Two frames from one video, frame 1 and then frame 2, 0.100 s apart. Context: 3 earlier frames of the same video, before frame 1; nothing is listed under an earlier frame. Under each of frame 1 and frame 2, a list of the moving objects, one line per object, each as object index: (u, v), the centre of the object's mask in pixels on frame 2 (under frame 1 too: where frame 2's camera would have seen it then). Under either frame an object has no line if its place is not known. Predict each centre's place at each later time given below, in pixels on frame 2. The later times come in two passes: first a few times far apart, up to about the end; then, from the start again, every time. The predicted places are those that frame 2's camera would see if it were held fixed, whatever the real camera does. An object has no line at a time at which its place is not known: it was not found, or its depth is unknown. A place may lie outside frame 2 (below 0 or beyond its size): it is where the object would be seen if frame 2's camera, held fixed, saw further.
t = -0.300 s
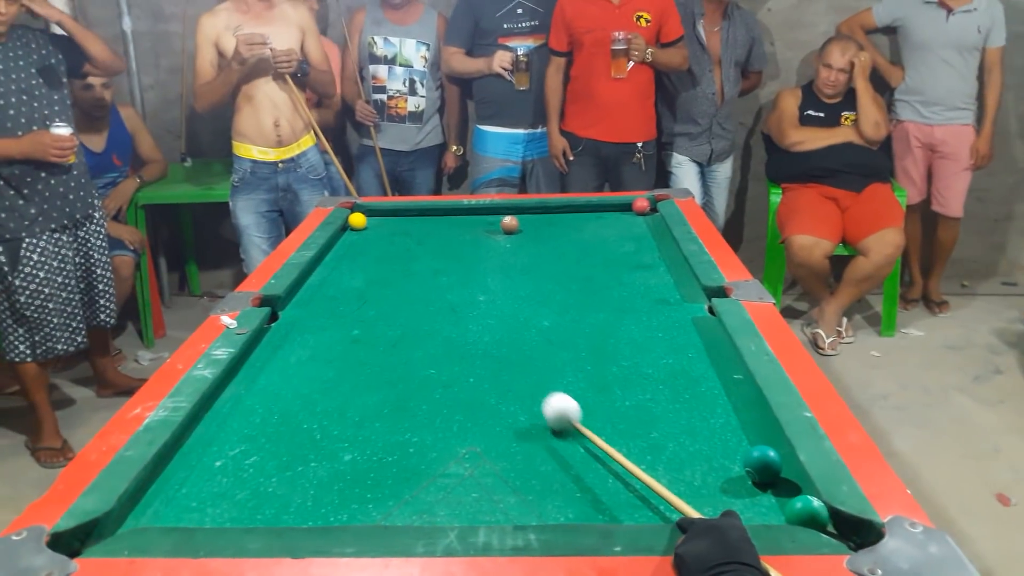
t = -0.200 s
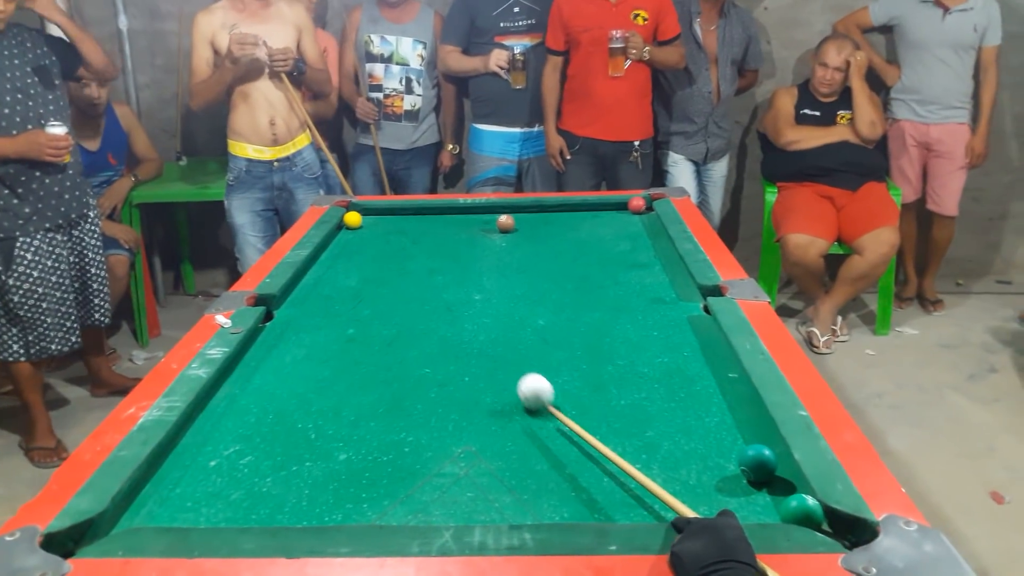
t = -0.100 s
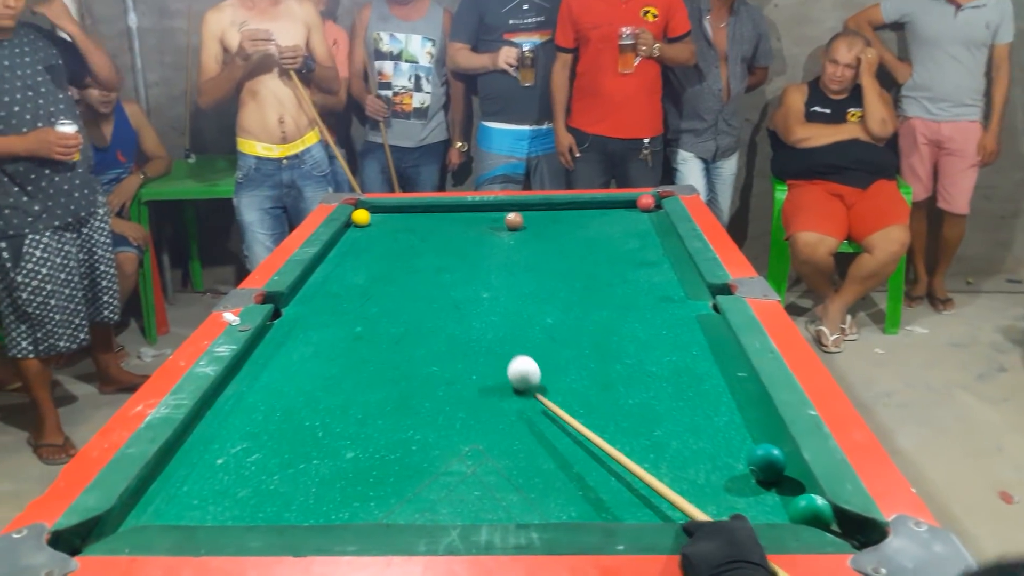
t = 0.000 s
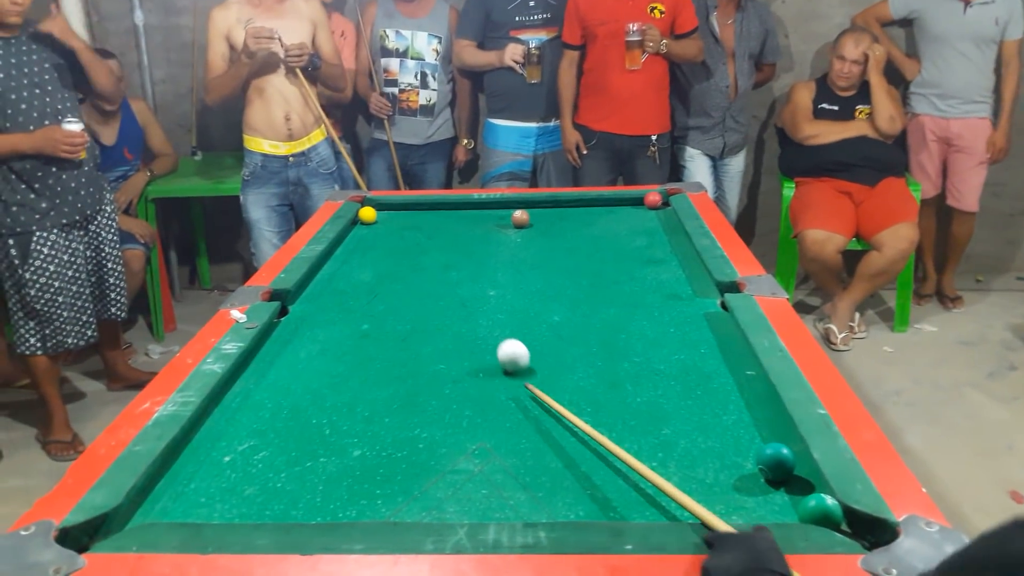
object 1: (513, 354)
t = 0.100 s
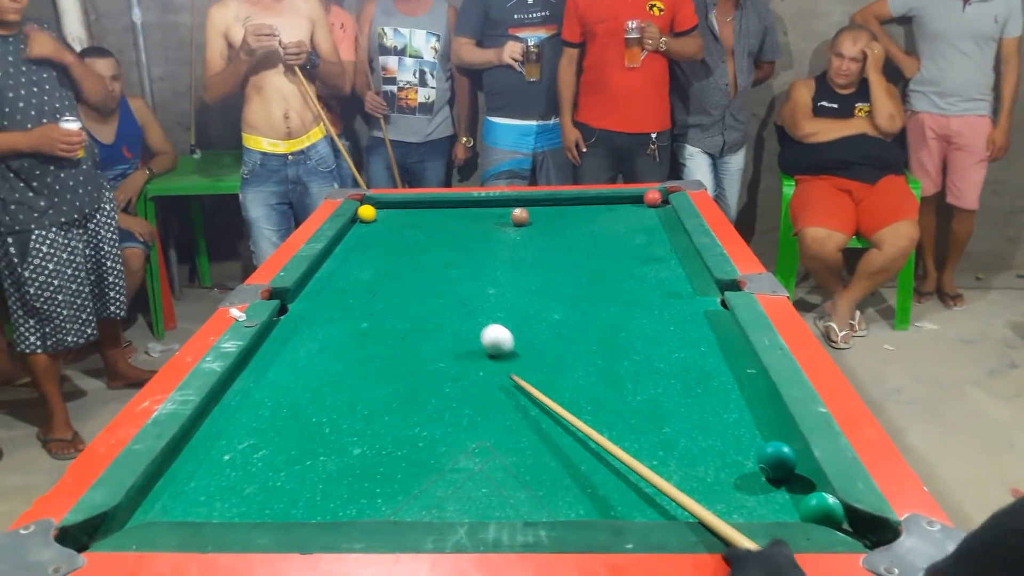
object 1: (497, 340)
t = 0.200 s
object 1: (482, 327)
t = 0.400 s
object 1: (457, 305)
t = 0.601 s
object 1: (435, 287)
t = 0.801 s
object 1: (417, 271)
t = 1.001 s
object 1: (401, 257)
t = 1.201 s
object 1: (387, 245)
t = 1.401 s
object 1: (376, 234)
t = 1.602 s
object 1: (365, 225)
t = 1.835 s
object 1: (367, 217)
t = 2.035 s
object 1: (380, 215)
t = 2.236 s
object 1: (391, 214)
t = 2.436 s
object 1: (402, 213)
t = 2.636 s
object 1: (410, 211)
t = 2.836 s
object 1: (417, 210)
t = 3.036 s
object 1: (423, 210)
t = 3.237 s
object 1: (427, 210)
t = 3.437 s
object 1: (430, 209)
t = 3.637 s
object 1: (432, 209)
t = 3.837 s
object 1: (432, 209)
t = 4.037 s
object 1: (432, 209)
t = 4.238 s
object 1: (432, 209)
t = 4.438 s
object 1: (432, 209)
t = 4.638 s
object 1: (432, 209)
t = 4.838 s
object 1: (431, 209)
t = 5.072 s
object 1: (432, 209)
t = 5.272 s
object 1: (432, 209)
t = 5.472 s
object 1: (432, 209)
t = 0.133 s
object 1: (492, 336)
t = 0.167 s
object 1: (487, 332)
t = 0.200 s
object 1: (482, 327)
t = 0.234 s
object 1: (478, 323)
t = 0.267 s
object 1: (474, 320)
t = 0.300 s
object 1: (470, 316)
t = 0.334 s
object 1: (465, 312)
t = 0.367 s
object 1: (461, 309)
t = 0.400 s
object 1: (457, 305)
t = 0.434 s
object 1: (453, 302)
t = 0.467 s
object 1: (450, 299)
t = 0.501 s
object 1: (446, 296)
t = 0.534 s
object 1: (442, 293)
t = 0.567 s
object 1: (439, 290)
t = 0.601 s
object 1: (435, 287)
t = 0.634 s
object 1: (432, 284)
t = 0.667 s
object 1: (429, 281)
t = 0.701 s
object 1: (426, 278)
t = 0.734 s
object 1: (423, 276)
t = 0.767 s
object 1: (420, 273)
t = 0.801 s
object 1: (417, 271)
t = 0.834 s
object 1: (414, 268)
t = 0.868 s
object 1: (411, 266)
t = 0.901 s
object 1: (409, 264)
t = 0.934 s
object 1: (406, 261)
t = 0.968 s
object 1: (404, 259)
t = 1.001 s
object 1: (401, 257)
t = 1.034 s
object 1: (399, 255)
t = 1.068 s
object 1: (396, 253)
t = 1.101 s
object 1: (394, 251)
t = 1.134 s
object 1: (392, 249)
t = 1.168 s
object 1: (390, 247)
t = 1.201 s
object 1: (387, 245)
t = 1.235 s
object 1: (385, 243)
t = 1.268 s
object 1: (383, 241)
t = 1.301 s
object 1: (381, 240)
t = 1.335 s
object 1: (379, 238)
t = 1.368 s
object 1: (377, 236)
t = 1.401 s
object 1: (376, 234)
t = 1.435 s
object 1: (374, 233)
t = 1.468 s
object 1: (372, 231)
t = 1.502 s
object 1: (370, 229)
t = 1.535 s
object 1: (368, 228)
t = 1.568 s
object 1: (367, 226)
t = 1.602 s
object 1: (365, 225)
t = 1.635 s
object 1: (364, 224)
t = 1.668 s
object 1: (362, 222)
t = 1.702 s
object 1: (361, 221)
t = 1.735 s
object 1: (361, 220)
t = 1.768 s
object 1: (363, 219)
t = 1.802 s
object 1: (365, 218)
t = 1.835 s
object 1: (367, 217)
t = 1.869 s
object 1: (369, 217)
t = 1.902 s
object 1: (372, 217)
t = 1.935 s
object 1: (374, 216)
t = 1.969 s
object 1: (376, 216)
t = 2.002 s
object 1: (378, 216)
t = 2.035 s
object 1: (380, 215)
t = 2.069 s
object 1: (382, 215)
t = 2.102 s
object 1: (384, 215)
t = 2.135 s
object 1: (386, 215)
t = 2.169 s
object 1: (388, 214)
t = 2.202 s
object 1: (390, 214)
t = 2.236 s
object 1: (391, 214)
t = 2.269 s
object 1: (393, 214)
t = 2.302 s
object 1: (395, 213)
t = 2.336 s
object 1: (397, 213)
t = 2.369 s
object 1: (398, 213)
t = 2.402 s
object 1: (400, 213)
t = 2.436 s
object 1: (402, 213)
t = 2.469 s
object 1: (403, 212)
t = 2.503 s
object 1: (405, 212)
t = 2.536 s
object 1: (406, 212)
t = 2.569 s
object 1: (407, 212)
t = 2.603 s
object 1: (409, 211)
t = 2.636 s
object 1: (410, 211)
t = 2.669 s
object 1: (411, 211)
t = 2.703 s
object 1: (413, 211)
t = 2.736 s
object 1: (414, 211)
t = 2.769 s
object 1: (415, 211)
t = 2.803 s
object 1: (416, 210)
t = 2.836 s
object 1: (417, 210)
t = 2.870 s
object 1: (418, 210)
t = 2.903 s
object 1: (419, 210)
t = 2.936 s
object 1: (420, 210)
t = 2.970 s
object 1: (421, 210)
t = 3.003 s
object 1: (422, 210)
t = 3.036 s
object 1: (423, 210)
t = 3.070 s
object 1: (424, 210)
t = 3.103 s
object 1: (425, 210)
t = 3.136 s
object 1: (425, 210)
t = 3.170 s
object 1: (426, 210)
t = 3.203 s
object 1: (427, 210)
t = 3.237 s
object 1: (427, 210)
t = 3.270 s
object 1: (428, 210)
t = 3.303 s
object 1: (428, 209)
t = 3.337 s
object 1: (429, 209)
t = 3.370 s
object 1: (429, 210)
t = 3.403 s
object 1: (430, 209)
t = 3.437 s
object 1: (430, 209)
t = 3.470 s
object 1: (431, 209)
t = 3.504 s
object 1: (431, 209)
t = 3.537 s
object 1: (431, 209)
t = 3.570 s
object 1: (431, 209)
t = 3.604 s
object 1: (432, 209)
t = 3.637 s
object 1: (432, 209)
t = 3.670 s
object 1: (432, 209)
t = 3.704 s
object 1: (432, 209)
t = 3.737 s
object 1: (432, 209)
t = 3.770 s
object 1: (432, 209)
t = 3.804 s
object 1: (432, 209)
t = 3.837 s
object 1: (432, 209)
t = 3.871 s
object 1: (432, 209)
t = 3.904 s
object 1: (432, 209)
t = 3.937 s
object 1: (432, 209)
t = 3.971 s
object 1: (432, 209)
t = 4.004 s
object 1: (432, 209)
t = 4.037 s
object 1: (432, 209)
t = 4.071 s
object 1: (432, 209)
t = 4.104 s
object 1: (432, 209)
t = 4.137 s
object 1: (432, 209)
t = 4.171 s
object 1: (432, 209)
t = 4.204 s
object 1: (432, 209)
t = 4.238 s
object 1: (432, 209)
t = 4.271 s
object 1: (432, 209)
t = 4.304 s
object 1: (432, 209)
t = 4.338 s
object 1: (432, 209)
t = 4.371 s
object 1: (432, 209)
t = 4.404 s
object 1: (432, 209)
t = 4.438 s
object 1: (432, 209)
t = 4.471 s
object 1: (432, 209)
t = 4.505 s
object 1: (432, 209)
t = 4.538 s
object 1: (432, 209)
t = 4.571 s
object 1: (432, 209)
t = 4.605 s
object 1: (432, 209)
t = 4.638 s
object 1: (432, 209)
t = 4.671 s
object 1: (432, 209)
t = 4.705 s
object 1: (432, 209)
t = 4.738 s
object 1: (432, 209)
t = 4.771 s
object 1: (432, 209)
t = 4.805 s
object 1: (431, 209)
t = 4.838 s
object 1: (431, 209)
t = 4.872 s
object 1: (431, 209)
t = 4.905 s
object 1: (431, 209)
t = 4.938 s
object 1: (431, 209)
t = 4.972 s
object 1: (431, 209)
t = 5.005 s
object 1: (432, 209)
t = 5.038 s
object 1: (431, 209)
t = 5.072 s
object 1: (432, 209)
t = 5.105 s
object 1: (432, 209)
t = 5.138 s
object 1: (432, 209)
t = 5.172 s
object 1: (432, 209)
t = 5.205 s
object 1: (432, 209)
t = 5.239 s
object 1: (432, 209)
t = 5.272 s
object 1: (432, 209)
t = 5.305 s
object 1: (432, 209)
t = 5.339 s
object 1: (432, 209)
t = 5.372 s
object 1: (432, 209)
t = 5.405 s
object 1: (432, 209)
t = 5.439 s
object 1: (432, 209)
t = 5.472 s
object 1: (432, 209)
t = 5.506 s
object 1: (432, 209)
